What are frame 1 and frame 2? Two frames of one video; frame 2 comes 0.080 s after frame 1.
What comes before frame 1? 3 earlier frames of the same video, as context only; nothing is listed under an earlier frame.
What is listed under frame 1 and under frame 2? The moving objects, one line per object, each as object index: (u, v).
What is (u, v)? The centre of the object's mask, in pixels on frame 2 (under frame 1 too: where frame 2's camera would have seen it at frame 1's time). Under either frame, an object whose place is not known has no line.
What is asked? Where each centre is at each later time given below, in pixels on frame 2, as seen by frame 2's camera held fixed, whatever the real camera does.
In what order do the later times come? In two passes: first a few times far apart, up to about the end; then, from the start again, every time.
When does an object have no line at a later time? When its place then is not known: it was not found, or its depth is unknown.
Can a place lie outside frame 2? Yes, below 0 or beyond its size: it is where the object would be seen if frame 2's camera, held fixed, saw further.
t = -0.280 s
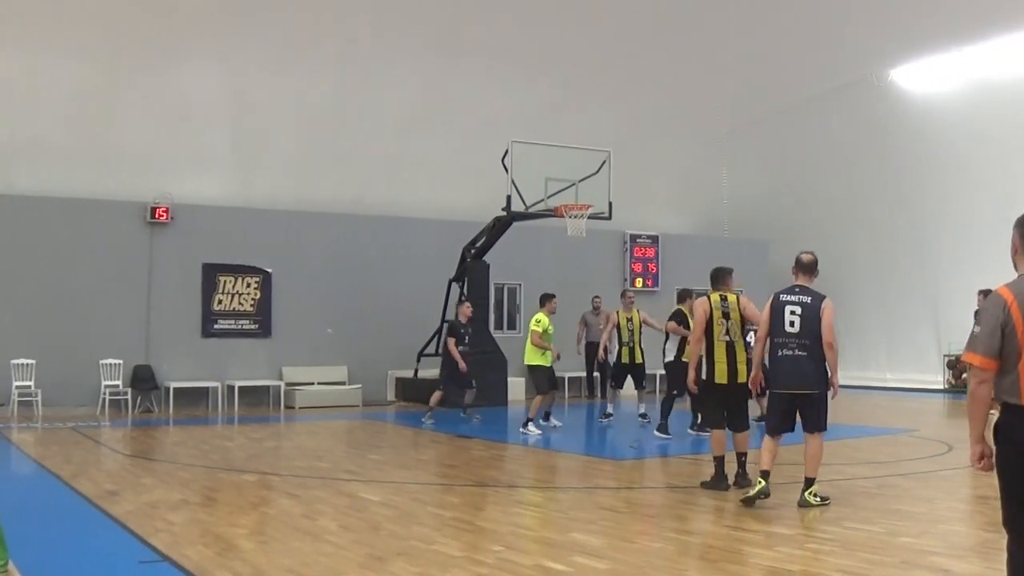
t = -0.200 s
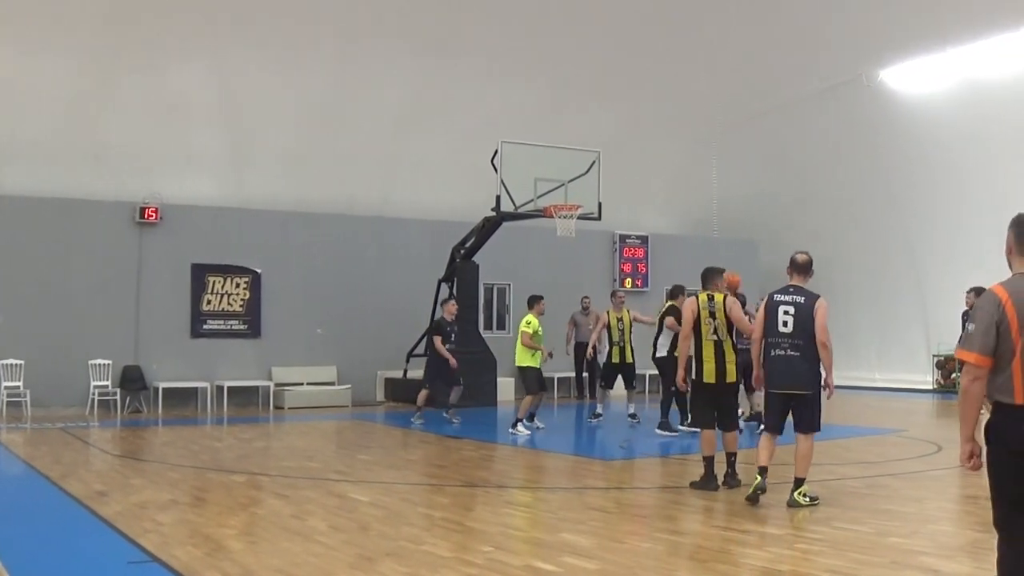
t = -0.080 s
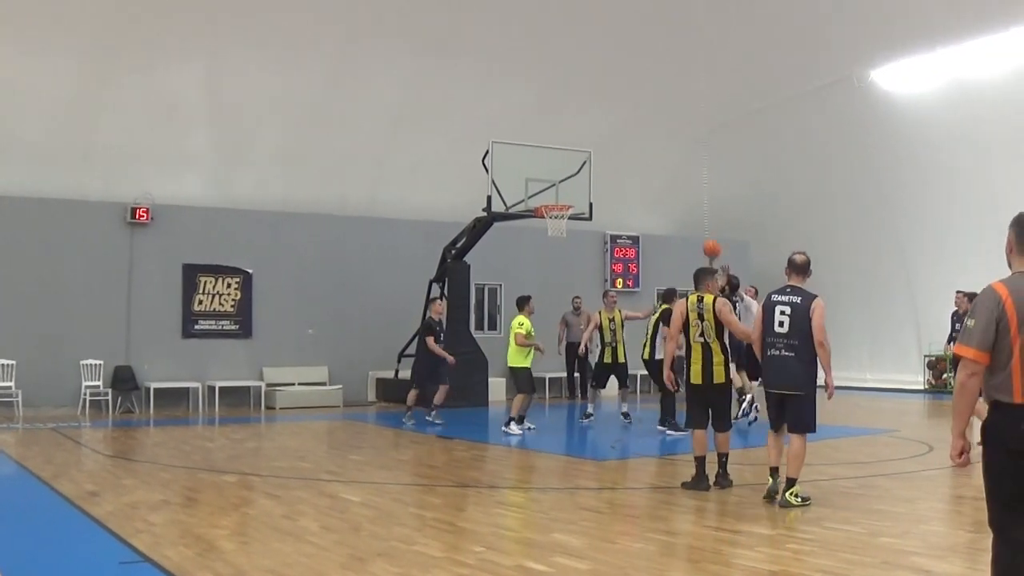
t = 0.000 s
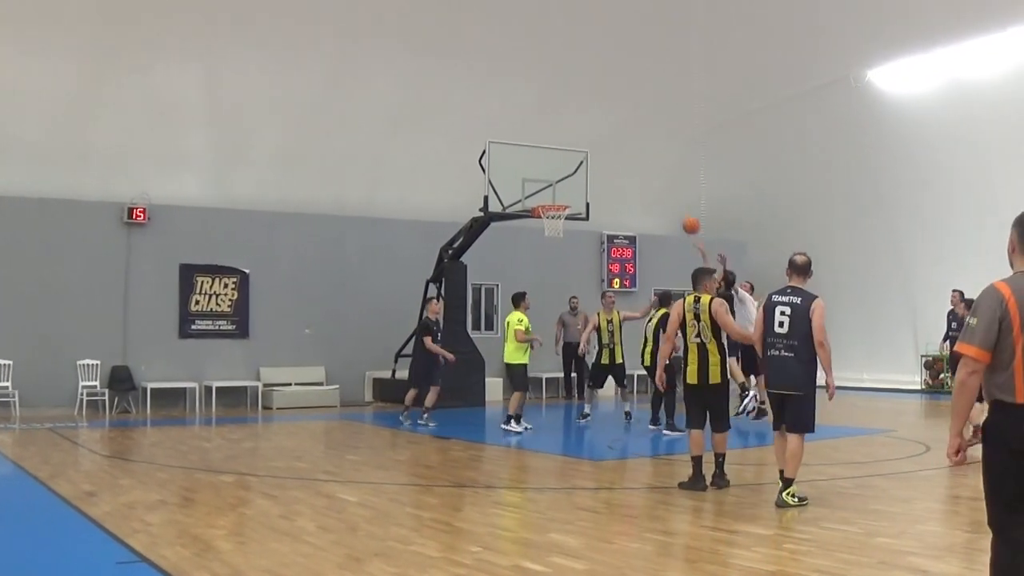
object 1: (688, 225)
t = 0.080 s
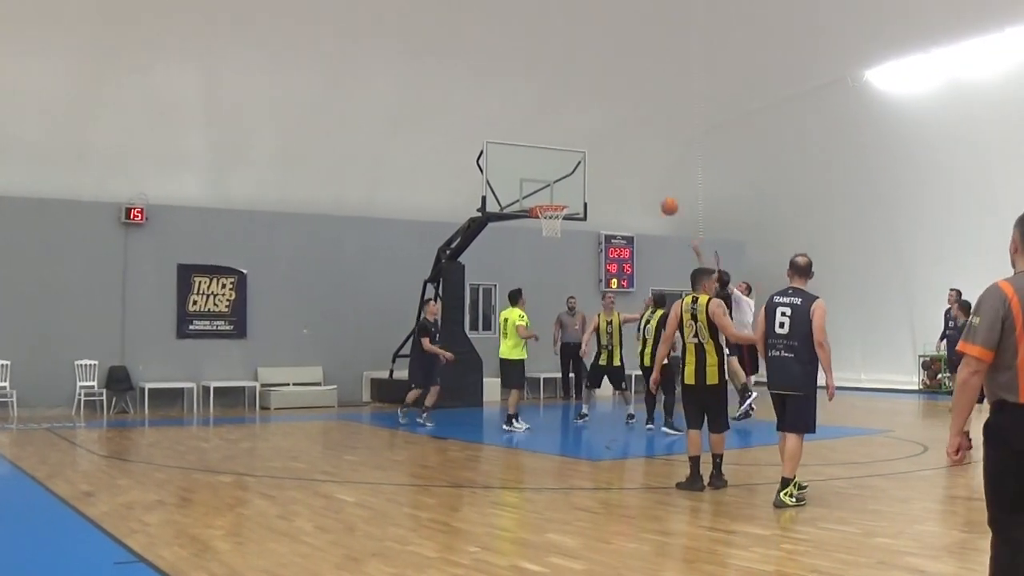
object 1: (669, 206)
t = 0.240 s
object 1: (632, 184)
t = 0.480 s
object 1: (581, 184)
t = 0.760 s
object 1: (550, 225)
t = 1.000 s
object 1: (568, 269)
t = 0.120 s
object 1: (660, 199)
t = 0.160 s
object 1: (650, 193)
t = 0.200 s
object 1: (641, 188)
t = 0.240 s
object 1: (632, 184)
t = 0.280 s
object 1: (623, 180)
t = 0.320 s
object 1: (614, 179)
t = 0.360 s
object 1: (606, 179)
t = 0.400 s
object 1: (597, 179)
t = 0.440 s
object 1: (589, 181)
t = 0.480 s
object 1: (581, 184)
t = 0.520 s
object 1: (572, 188)
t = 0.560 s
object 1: (564, 193)
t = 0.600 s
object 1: (556, 198)
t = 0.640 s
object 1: (547, 202)
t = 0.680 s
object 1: (543, 213)
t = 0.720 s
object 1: (546, 221)
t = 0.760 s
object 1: (550, 225)
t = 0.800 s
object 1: (553, 230)
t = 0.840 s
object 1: (556, 236)
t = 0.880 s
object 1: (558, 242)
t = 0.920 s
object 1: (562, 250)
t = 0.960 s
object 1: (565, 258)
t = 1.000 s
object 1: (568, 269)
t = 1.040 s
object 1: (571, 279)
